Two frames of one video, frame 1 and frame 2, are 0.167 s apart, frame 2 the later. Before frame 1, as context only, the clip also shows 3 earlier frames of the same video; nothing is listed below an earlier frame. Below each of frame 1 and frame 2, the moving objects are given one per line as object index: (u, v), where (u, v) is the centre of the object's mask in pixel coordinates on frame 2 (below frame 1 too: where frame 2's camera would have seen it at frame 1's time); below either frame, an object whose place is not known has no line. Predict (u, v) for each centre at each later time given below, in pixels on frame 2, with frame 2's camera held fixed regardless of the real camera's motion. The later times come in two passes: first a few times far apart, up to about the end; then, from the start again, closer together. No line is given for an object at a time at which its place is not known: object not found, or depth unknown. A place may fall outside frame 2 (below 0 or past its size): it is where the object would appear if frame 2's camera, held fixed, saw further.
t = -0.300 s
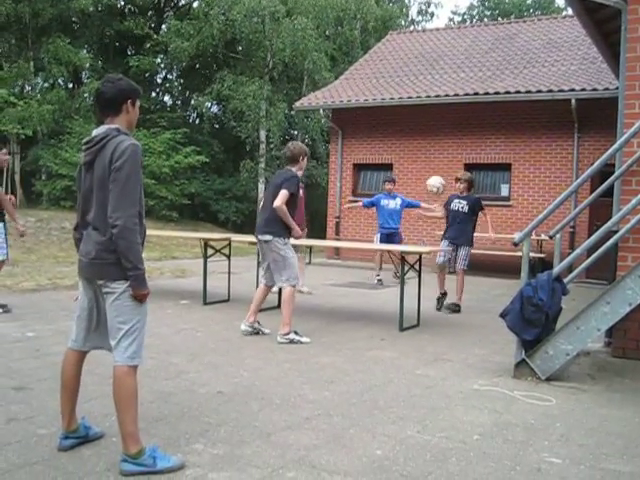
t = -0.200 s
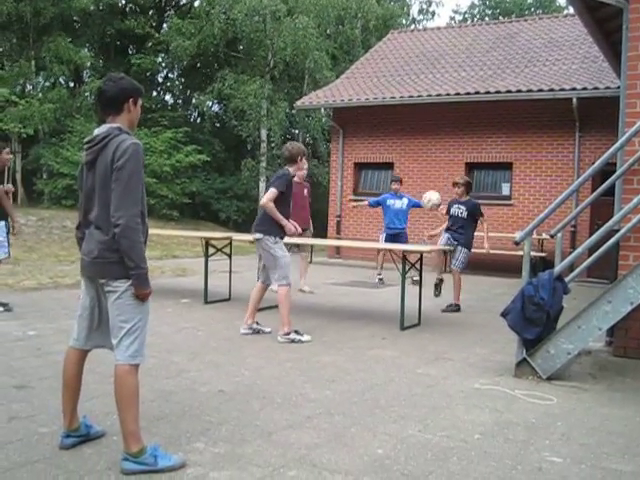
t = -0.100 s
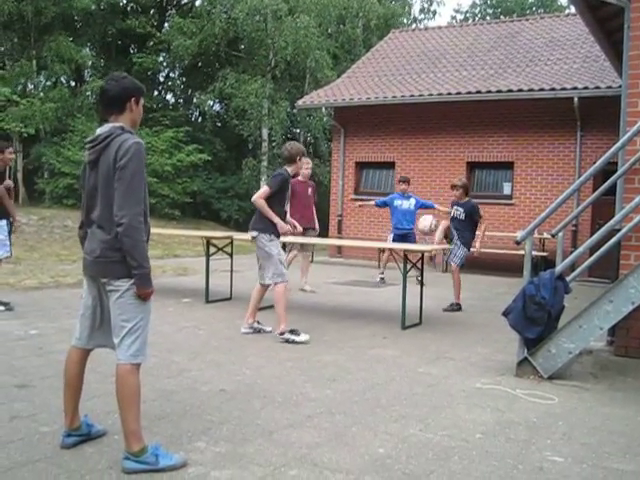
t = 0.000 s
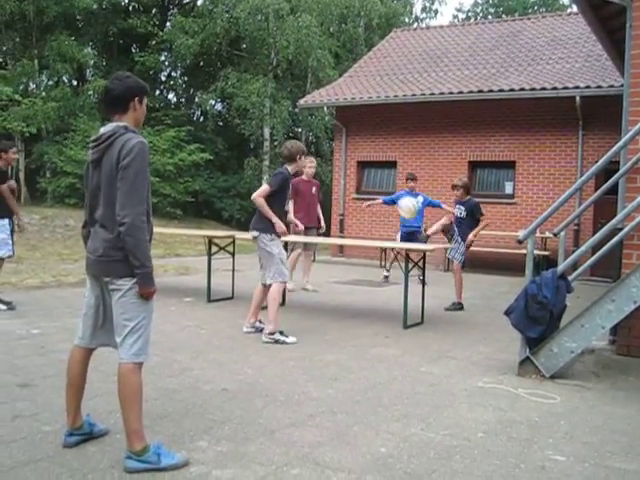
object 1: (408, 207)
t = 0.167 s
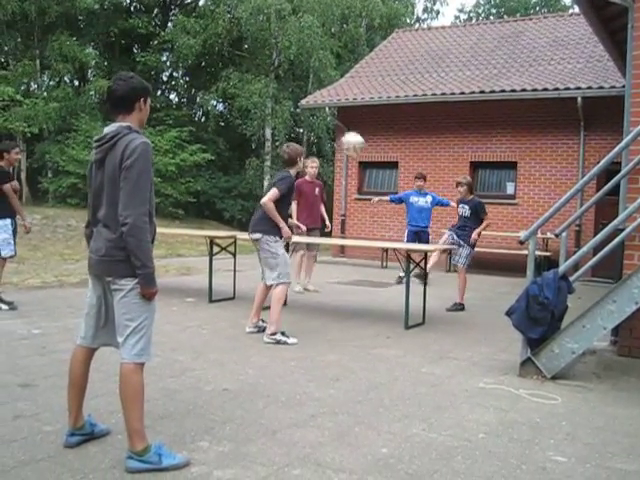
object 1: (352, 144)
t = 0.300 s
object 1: (299, 109)
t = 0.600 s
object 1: (156, 96)
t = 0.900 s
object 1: (-23, 208)
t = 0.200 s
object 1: (340, 133)
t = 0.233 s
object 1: (326, 124)
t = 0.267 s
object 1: (313, 115)
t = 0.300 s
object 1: (299, 109)
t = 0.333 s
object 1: (285, 102)
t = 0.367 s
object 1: (271, 97)
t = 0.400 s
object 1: (256, 92)
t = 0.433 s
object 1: (241, 89)
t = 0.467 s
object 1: (225, 88)
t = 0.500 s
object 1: (209, 88)
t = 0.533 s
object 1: (192, 89)
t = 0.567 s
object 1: (175, 92)
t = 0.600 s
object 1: (156, 96)
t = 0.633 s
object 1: (145, 102)
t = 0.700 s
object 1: (94, 116)
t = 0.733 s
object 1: (83, 127)
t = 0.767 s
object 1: (64, 139)
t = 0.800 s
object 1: (43, 155)
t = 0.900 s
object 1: (-23, 208)
